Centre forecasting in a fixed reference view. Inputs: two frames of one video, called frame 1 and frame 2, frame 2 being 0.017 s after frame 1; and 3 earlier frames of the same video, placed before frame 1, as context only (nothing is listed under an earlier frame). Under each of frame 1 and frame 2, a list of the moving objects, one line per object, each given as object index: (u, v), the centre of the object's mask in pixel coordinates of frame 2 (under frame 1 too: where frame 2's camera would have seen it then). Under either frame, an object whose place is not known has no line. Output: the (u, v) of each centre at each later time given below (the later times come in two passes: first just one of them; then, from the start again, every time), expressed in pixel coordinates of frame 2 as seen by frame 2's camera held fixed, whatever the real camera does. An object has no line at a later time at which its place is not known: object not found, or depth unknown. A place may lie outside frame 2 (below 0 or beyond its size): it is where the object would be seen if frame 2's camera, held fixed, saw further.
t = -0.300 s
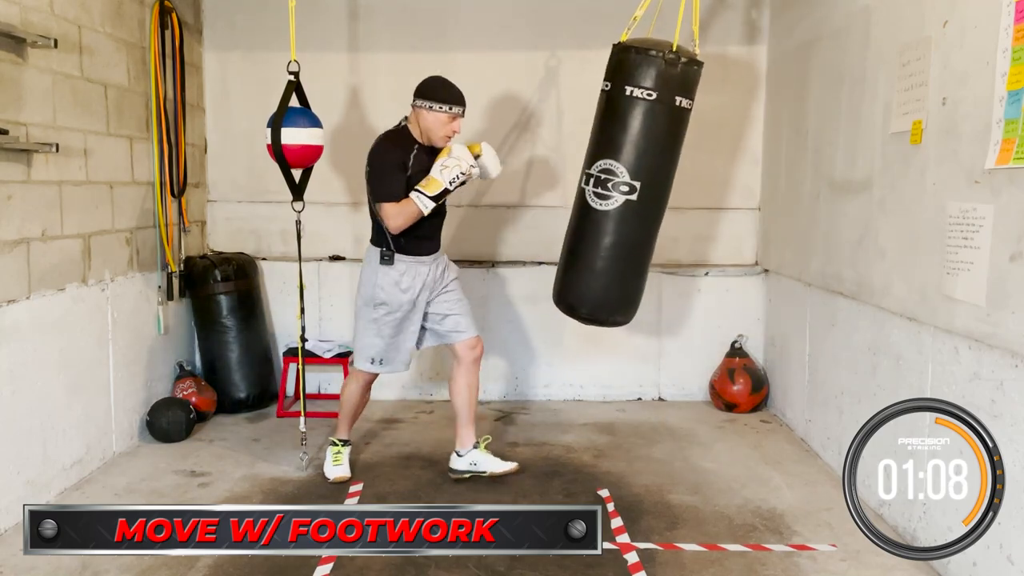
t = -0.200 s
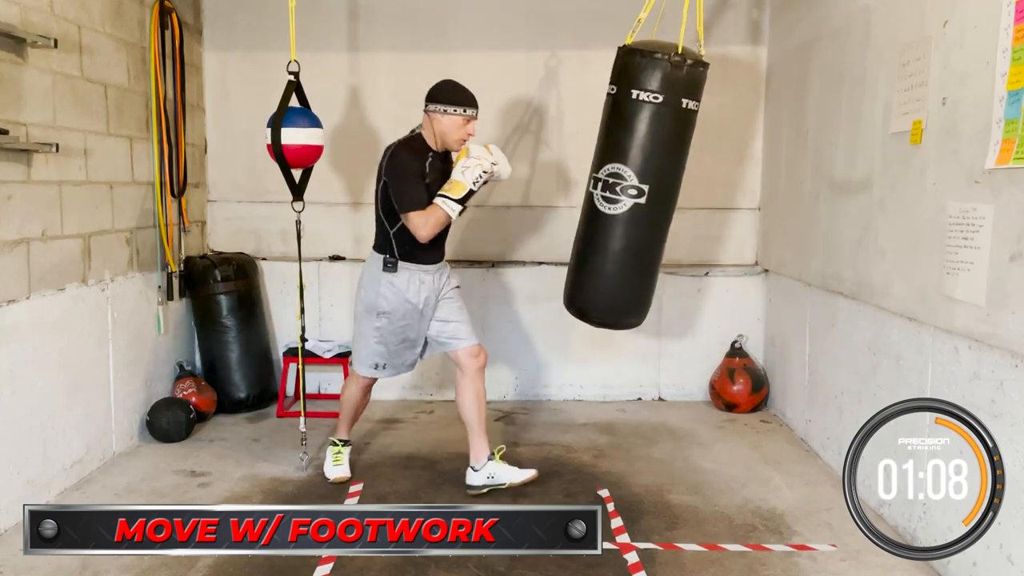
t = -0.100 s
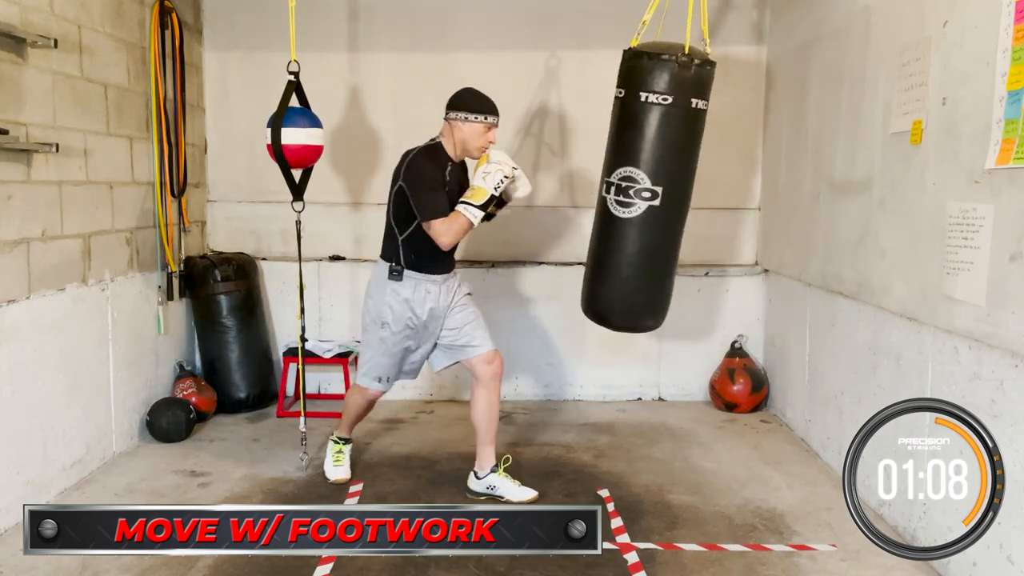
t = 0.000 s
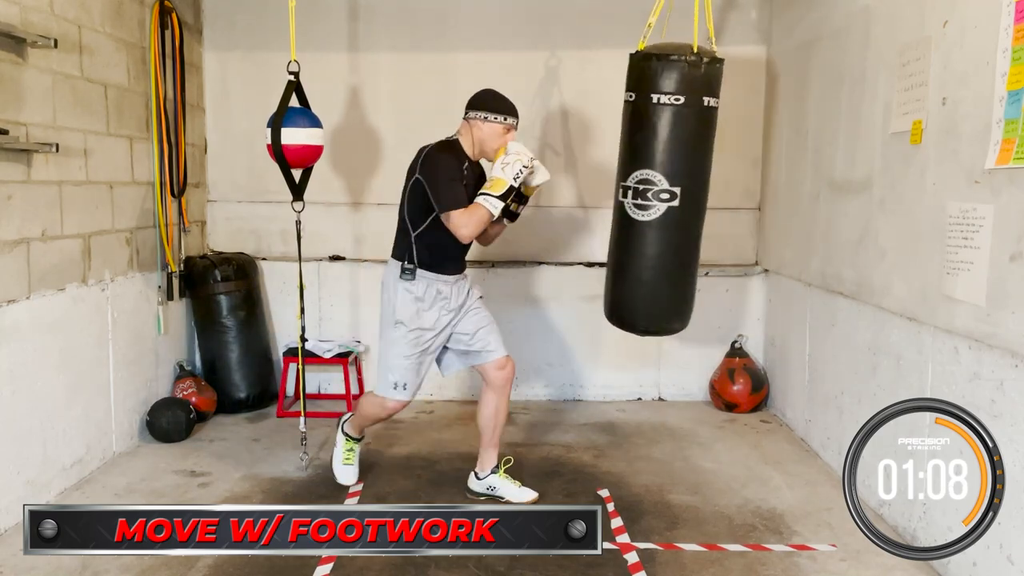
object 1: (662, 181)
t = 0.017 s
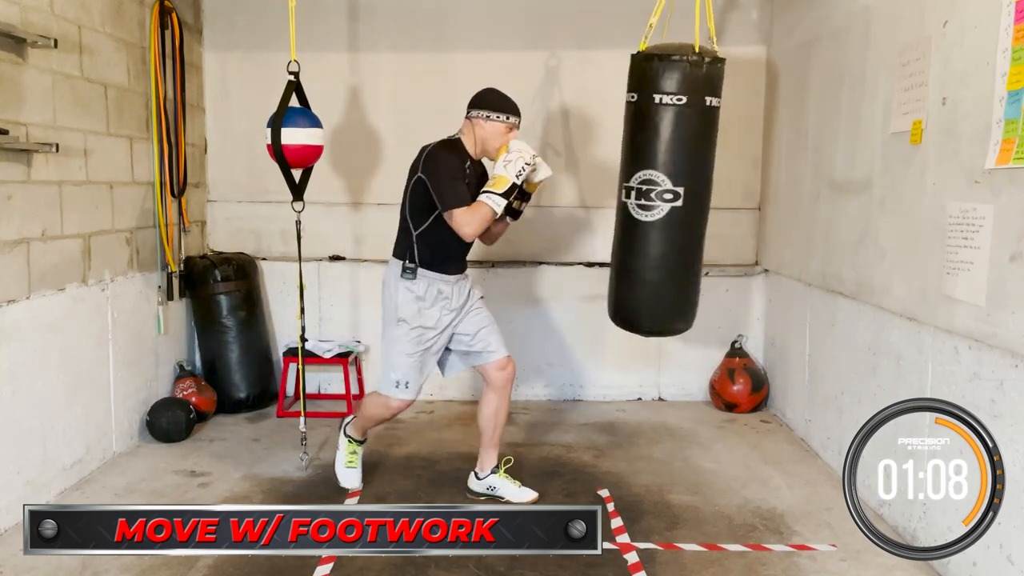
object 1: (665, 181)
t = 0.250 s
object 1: (708, 185)
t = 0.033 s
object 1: (668, 181)
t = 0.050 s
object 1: (671, 182)
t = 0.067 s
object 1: (674, 183)
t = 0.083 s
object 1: (677, 183)
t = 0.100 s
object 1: (680, 181)
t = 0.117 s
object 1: (683, 182)
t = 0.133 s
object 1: (686, 183)
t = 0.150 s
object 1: (689, 182)
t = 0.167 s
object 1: (692, 182)
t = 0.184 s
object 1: (695, 183)
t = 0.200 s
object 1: (698, 184)
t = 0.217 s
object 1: (702, 184)
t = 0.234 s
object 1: (705, 184)
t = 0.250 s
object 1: (708, 185)
